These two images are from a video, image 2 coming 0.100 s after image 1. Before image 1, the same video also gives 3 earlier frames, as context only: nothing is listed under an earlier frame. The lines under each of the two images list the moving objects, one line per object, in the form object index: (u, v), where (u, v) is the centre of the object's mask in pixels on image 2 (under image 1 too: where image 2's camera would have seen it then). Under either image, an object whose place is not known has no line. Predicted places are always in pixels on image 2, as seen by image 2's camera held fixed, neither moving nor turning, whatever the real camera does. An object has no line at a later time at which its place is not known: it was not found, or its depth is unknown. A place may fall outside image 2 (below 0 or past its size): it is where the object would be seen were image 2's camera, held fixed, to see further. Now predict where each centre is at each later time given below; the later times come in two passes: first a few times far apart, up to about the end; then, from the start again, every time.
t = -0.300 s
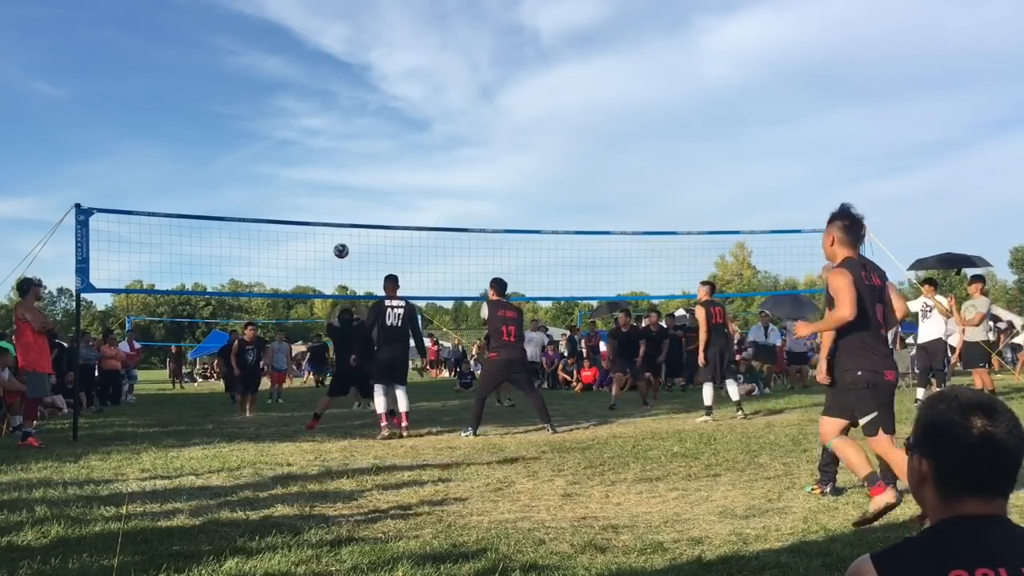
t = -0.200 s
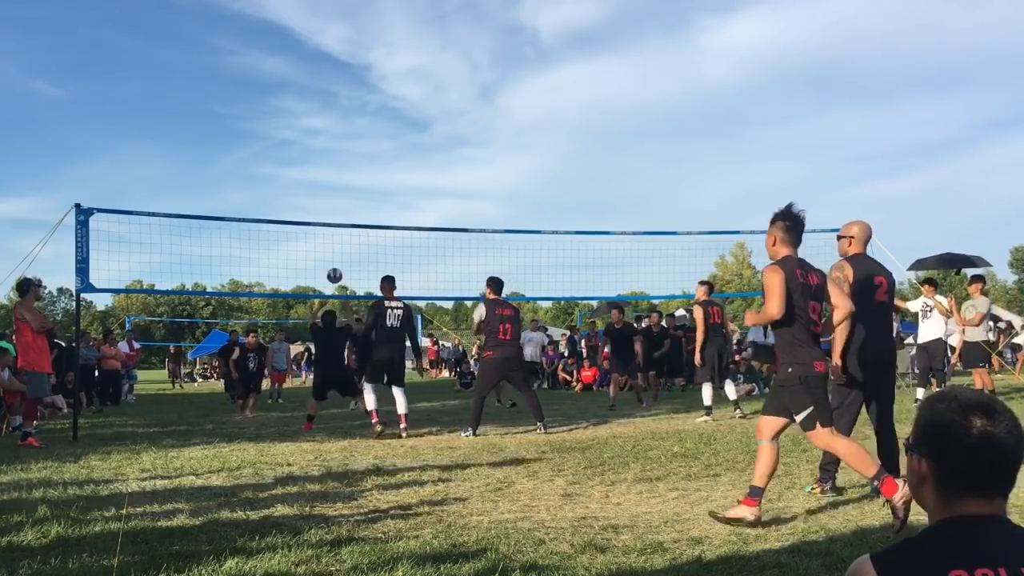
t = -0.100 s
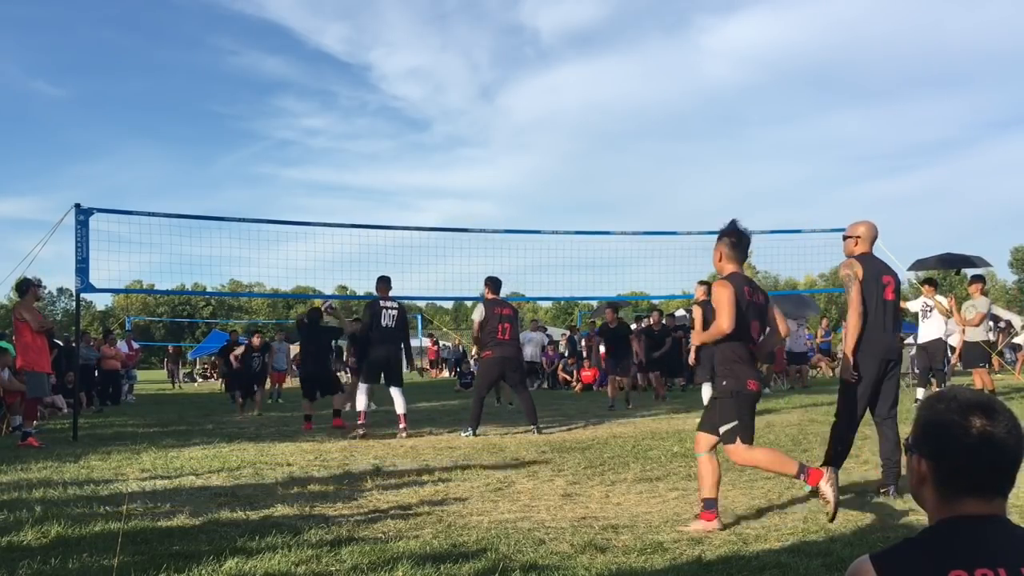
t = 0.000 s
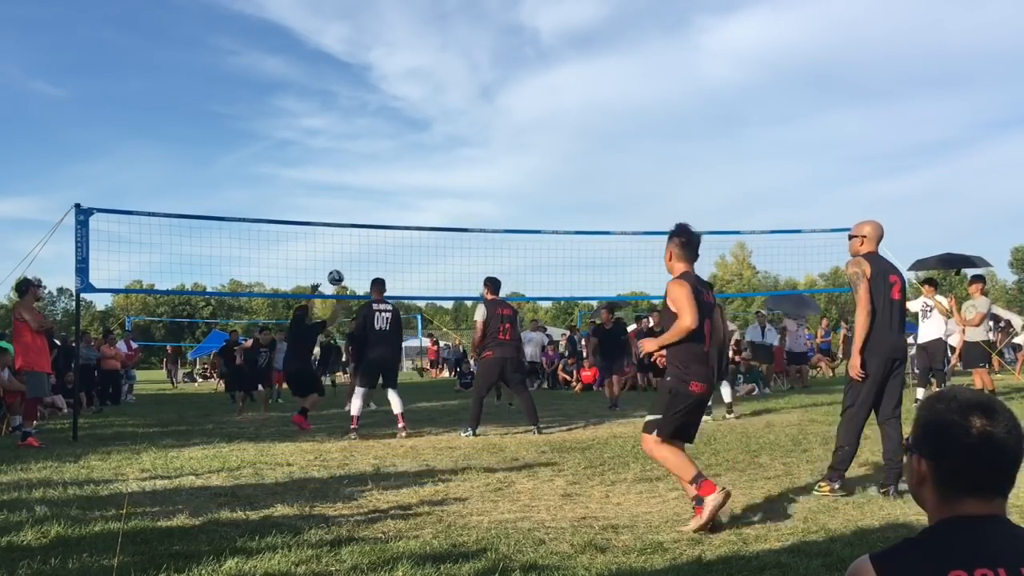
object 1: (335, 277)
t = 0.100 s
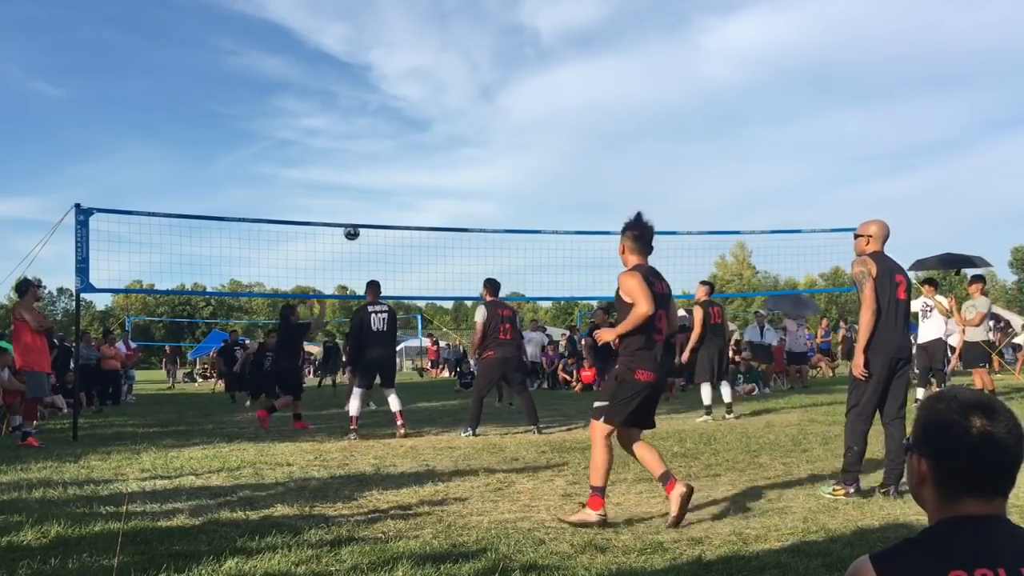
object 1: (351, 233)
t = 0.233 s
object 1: (372, 184)
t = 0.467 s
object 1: (409, 134)
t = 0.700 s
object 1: (444, 126)
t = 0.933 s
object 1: (480, 158)
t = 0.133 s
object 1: (356, 218)
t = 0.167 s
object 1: (362, 206)
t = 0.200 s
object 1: (367, 195)
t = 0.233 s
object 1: (372, 184)
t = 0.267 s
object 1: (377, 174)
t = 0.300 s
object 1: (383, 165)
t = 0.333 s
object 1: (388, 157)
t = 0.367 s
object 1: (393, 150)
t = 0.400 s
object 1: (398, 144)
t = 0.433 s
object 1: (403, 139)
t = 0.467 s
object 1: (409, 134)
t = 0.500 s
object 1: (414, 131)
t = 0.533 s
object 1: (419, 128)
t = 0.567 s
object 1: (424, 126)
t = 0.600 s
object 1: (429, 125)
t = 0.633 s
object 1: (434, 124)
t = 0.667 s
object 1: (439, 125)
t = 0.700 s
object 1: (444, 126)
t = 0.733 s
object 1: (449, 128)
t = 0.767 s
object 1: (455, 131)
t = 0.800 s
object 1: (460, 135)
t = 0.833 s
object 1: (465, 139)
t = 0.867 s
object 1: (470, 145)
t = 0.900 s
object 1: (475, 151)
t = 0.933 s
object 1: (480, 158)
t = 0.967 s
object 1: (485, 165)
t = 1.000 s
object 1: (490, 174)
